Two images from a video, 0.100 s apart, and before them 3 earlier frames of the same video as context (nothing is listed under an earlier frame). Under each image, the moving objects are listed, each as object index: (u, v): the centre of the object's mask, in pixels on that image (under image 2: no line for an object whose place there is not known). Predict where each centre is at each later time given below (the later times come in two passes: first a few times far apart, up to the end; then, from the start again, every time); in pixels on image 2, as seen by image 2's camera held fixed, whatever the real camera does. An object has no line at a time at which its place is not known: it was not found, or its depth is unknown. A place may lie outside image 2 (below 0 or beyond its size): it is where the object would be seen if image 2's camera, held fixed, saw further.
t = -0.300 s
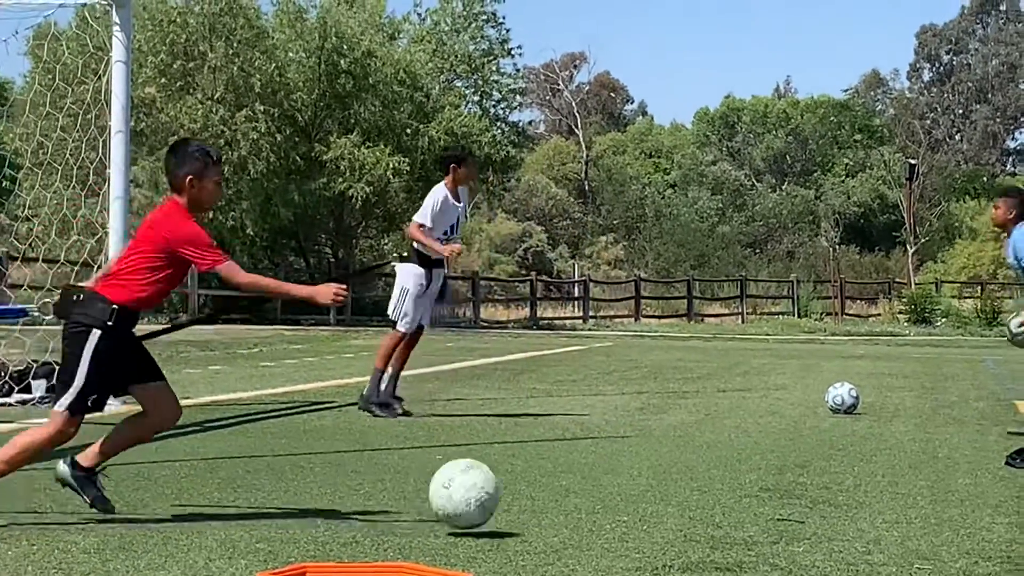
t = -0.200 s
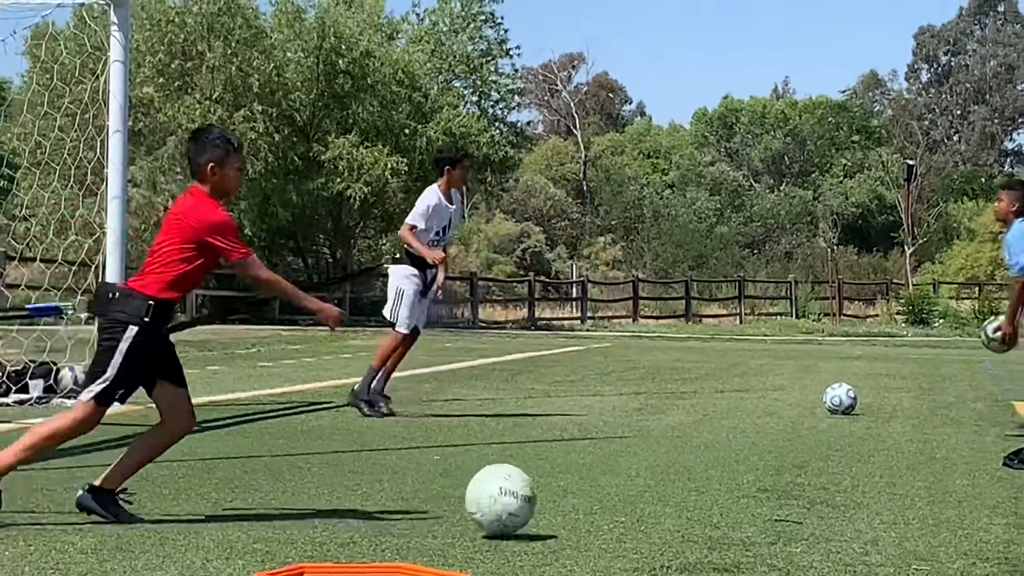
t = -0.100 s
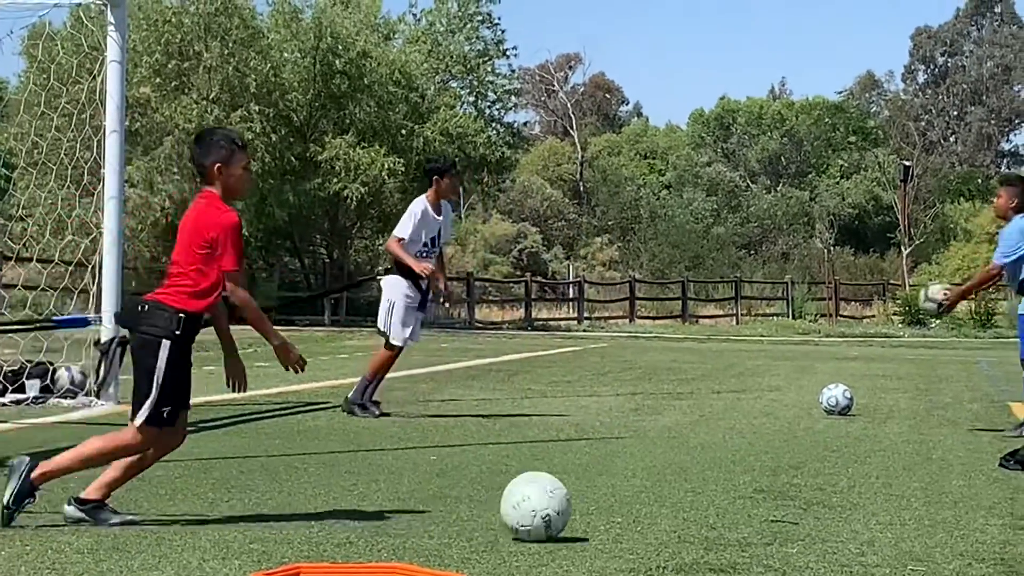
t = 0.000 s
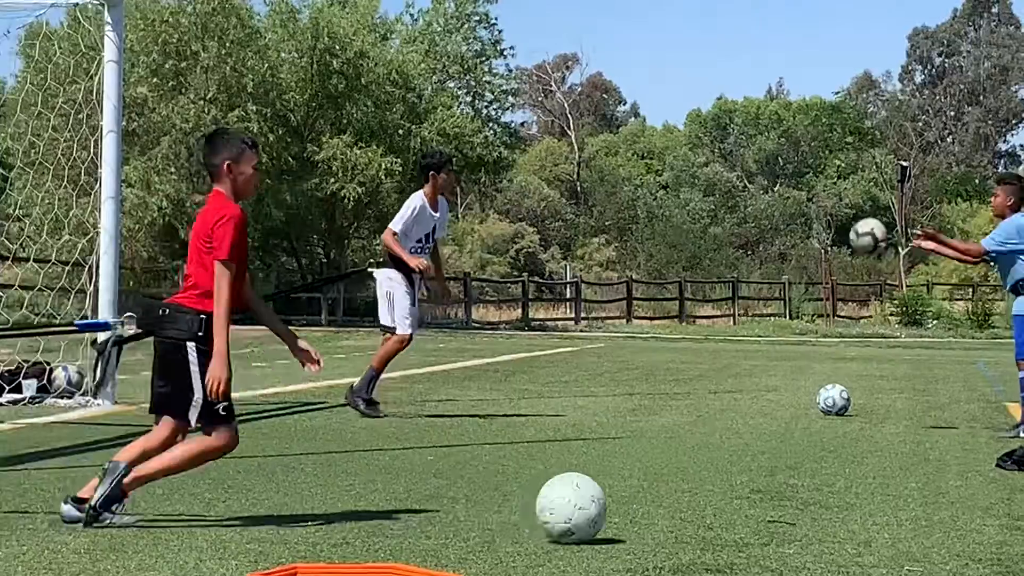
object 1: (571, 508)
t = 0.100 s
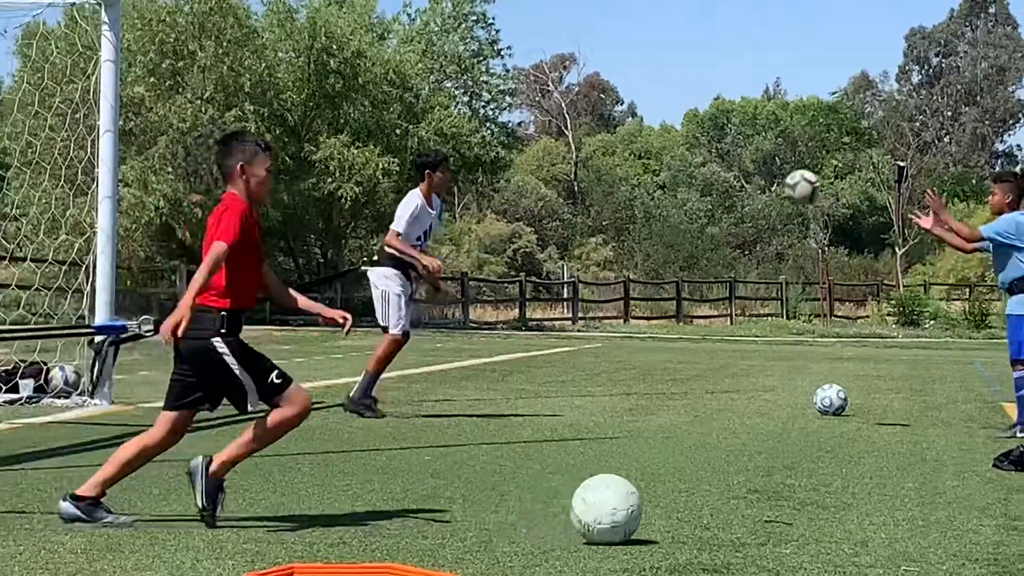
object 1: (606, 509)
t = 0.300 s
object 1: (679, 511)
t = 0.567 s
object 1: (769, 516)
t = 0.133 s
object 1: (619, 510)
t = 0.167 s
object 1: (631, 510)
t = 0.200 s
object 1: (643, 510)
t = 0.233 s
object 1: (655, 510)
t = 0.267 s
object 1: (668, 511)
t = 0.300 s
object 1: (679, 511)
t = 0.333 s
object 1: (691, 513)
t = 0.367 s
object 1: (702, 512)
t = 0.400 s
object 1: (714, 513)
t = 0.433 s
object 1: (726, 514)
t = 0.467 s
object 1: (736, 514)
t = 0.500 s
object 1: (747, 515)
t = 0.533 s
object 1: (759, 516)
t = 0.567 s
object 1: (769, 516)
